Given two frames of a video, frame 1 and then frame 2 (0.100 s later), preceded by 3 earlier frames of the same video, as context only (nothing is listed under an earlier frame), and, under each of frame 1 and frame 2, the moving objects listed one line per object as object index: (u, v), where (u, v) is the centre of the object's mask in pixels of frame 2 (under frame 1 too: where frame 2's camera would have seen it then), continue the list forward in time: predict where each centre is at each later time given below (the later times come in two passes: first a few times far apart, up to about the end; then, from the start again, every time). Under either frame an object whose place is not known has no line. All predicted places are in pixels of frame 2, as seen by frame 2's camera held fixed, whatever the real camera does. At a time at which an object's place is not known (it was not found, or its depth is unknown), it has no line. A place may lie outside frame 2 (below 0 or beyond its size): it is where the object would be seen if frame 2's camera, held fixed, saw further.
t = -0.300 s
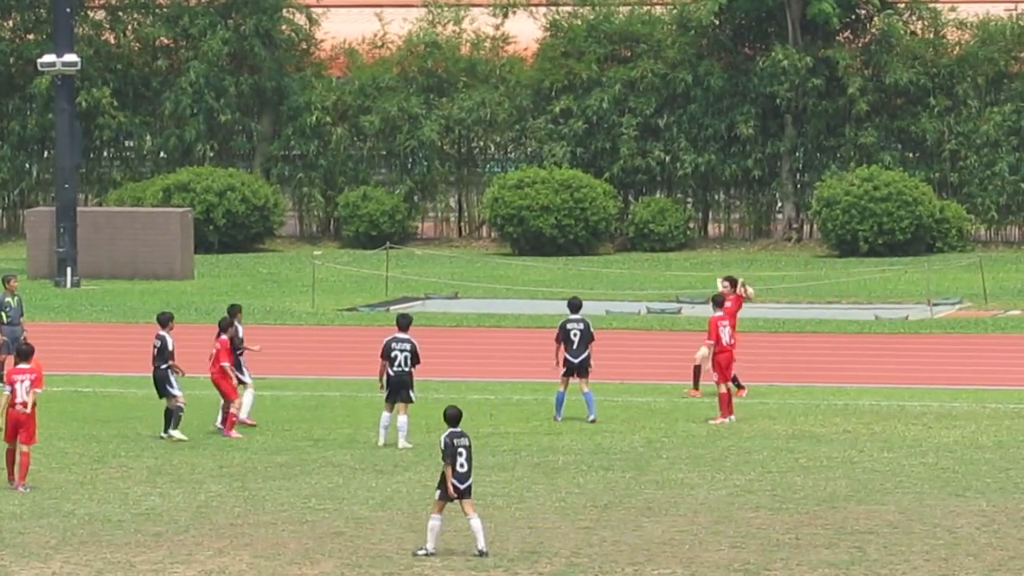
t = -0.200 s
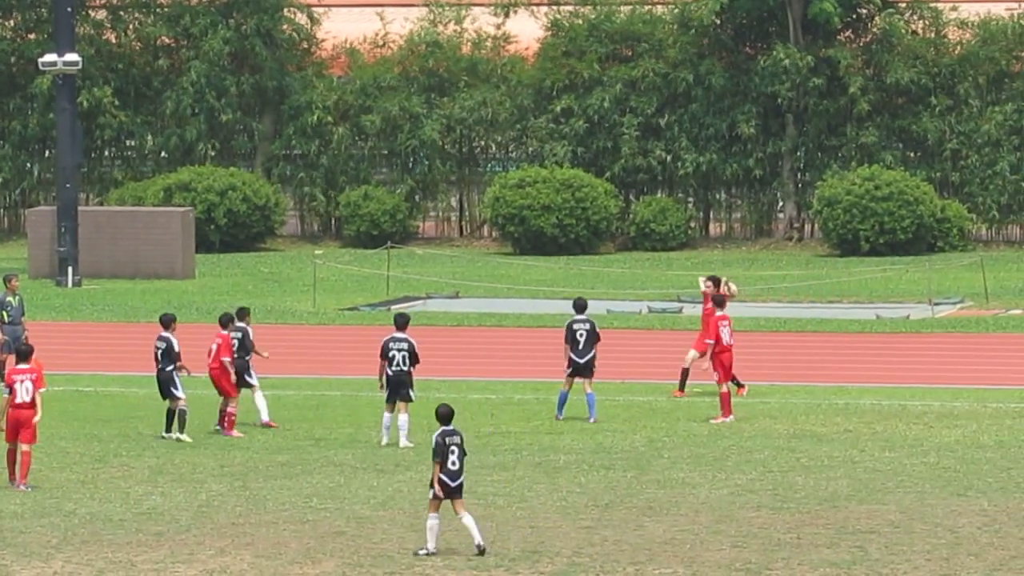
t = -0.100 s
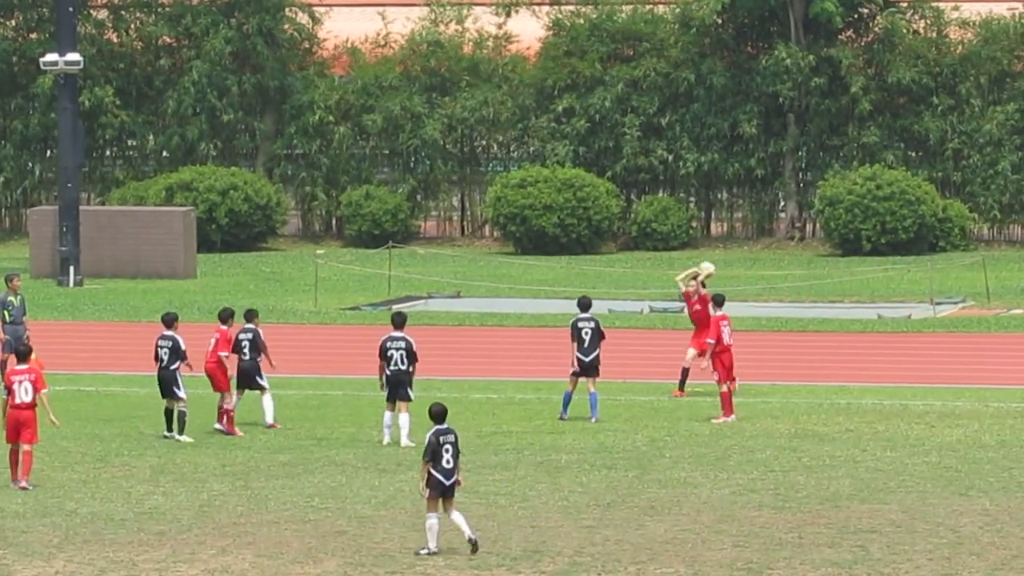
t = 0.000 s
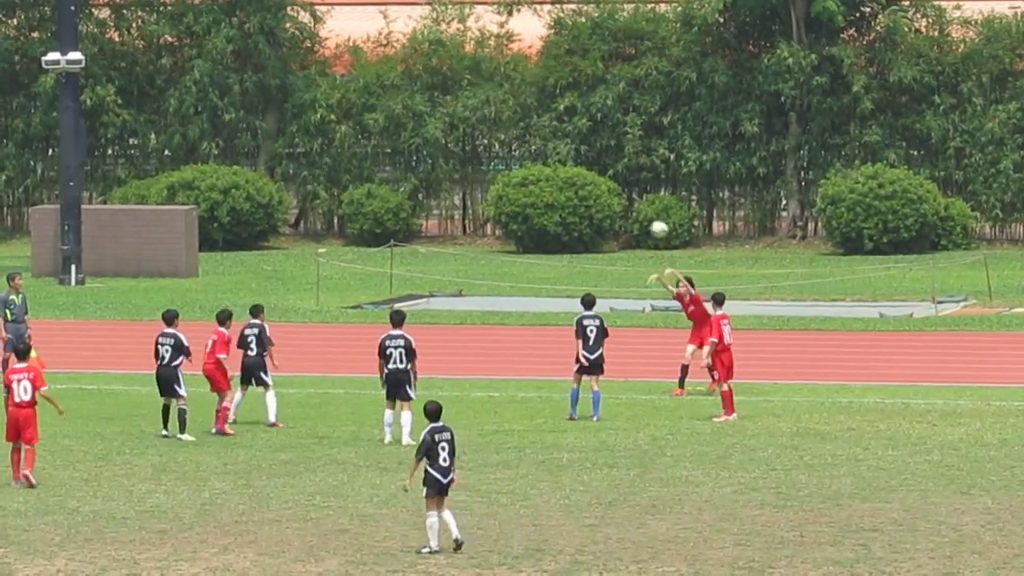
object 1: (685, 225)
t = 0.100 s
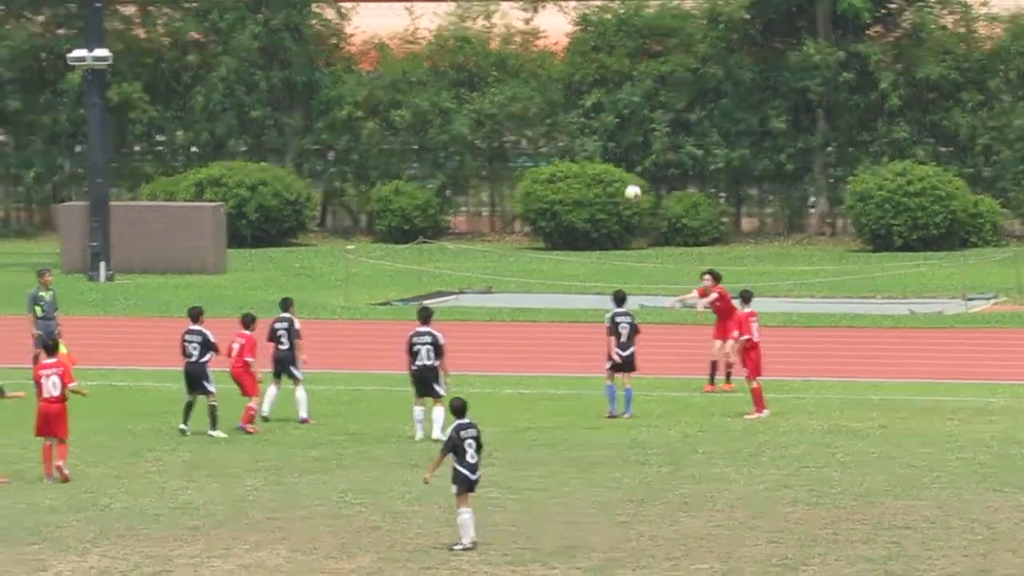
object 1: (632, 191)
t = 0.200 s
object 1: (581, 166)
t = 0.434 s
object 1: (463, 132)
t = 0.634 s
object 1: (359, 134)
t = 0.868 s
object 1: (242, 170)
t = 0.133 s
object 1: (615, 183)
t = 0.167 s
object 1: (598, 174)
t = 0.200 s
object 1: (581, 166)
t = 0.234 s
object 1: (565, 159)
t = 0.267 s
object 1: (548, 153)
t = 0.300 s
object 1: (531, 147)
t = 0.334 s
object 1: (514, 142)
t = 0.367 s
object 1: (497, 137)
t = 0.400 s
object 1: (480, 135)
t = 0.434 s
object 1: (463, 132)
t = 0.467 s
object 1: (445, 131)
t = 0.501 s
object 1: (428, 130)
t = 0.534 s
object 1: (411, 130)
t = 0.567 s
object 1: (394, 131)
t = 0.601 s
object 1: (377, 132)
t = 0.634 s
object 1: (359, 134)
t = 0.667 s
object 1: (343, 136)
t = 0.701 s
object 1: (326, 140)
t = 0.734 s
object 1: (309, 144)
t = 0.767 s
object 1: (292, 149)
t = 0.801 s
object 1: (275, 155)
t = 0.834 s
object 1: (259, 162)
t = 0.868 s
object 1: (242, 170)
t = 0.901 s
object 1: (225, 178)
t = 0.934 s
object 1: (207, 188)
